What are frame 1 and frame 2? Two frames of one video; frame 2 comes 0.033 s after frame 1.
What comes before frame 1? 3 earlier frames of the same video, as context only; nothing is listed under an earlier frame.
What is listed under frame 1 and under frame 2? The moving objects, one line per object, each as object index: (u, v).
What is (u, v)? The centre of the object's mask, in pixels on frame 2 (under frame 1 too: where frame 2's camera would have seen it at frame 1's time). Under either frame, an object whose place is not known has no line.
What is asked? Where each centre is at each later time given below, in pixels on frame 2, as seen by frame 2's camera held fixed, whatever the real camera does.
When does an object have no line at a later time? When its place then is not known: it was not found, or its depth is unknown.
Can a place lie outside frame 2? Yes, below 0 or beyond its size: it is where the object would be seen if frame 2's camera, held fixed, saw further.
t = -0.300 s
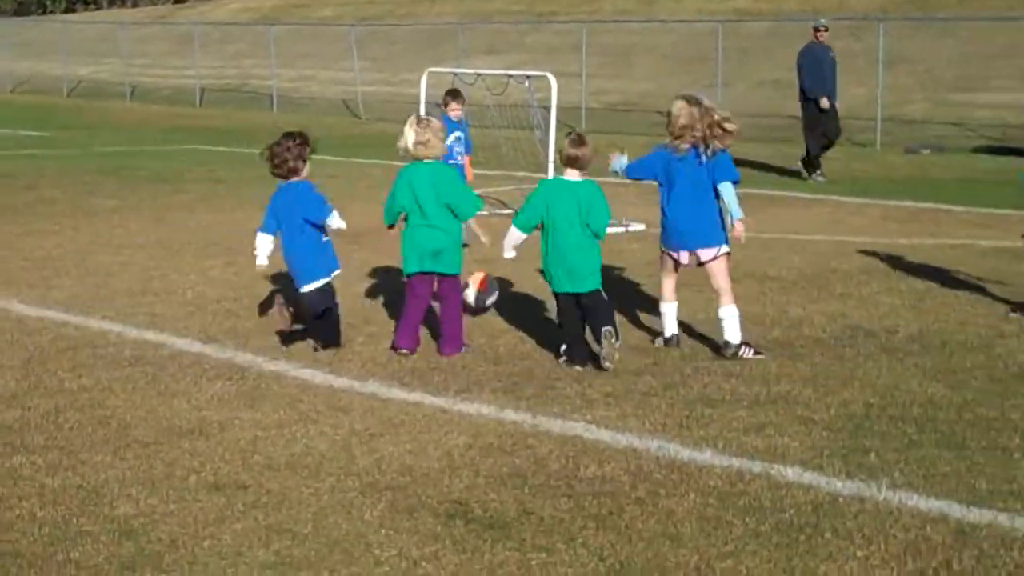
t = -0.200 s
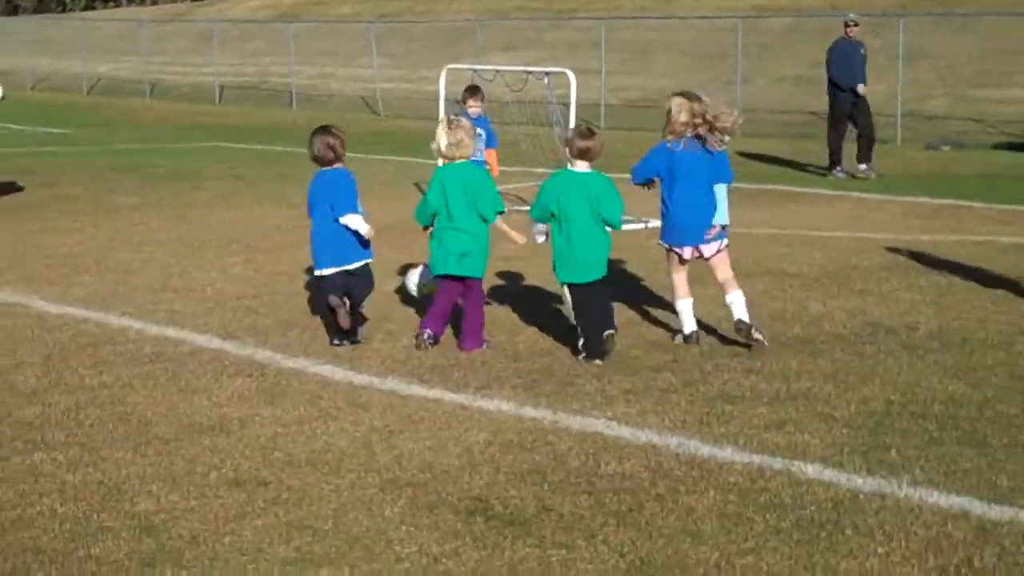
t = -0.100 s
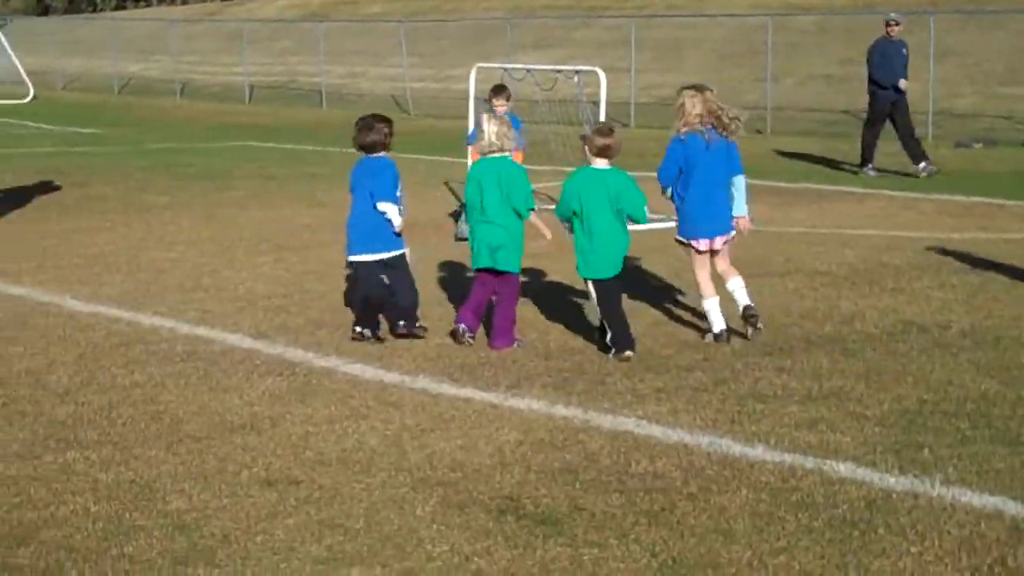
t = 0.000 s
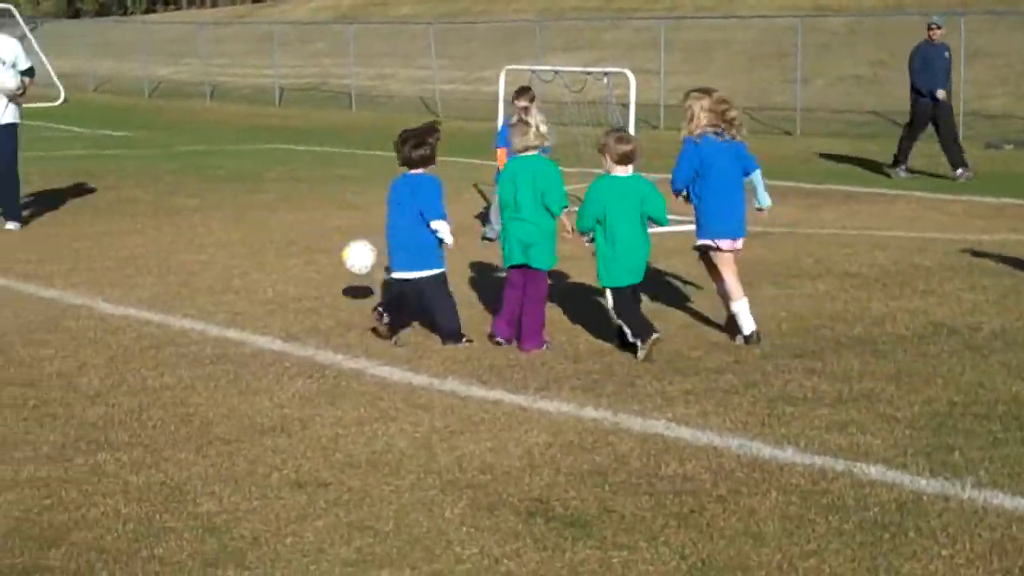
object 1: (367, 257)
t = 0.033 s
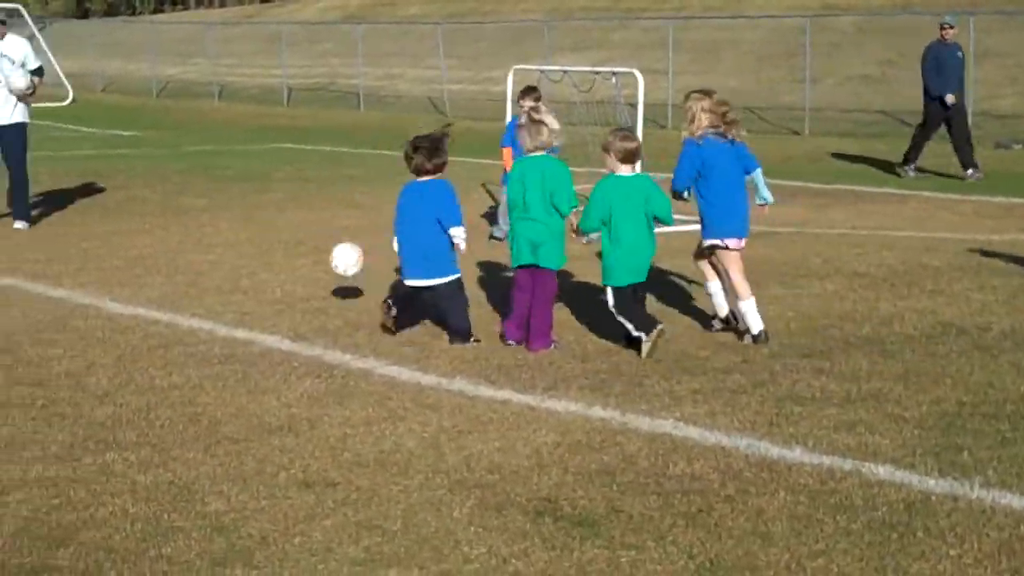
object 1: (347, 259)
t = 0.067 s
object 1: (328, 264)
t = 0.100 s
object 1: (310, 271)
